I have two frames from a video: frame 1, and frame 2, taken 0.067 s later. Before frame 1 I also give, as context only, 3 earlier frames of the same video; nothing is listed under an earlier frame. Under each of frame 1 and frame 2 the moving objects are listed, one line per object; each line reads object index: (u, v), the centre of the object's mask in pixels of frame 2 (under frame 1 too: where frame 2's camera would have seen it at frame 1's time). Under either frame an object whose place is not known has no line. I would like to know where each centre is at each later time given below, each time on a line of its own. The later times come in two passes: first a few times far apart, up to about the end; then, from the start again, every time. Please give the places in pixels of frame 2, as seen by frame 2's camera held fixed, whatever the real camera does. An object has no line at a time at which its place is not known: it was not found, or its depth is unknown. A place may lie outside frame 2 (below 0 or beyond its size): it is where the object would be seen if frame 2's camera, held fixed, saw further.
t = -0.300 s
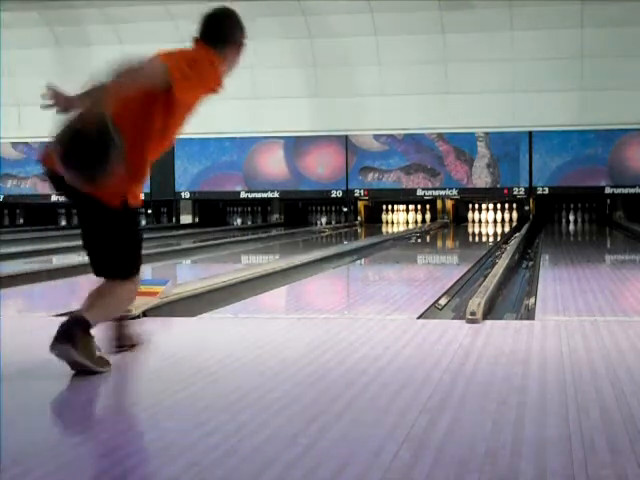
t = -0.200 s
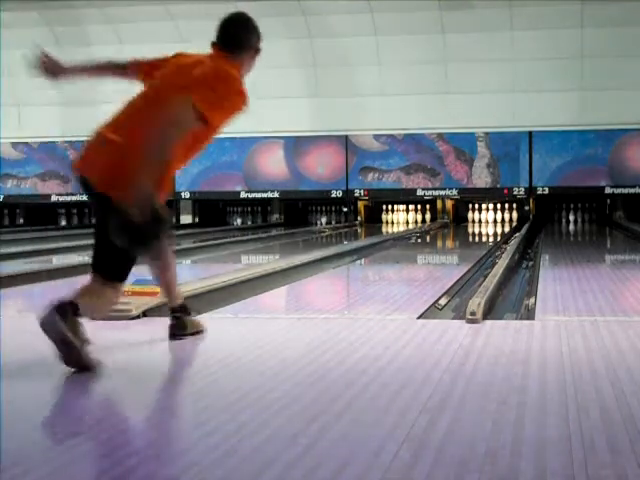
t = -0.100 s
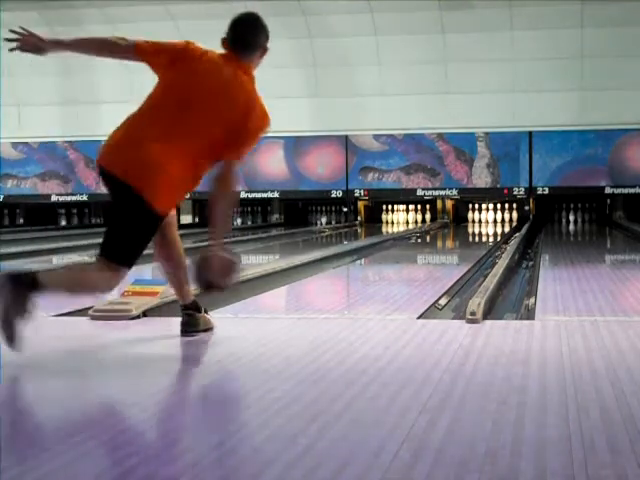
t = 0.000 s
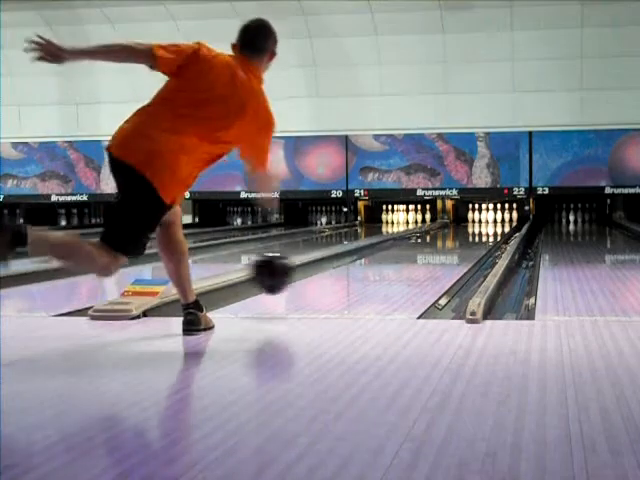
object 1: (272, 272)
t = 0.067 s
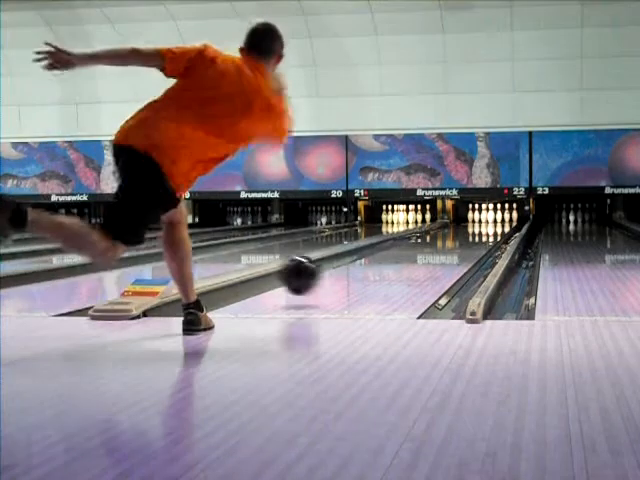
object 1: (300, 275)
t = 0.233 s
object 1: (353, 270)
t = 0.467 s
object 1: (403, 255)
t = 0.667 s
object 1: (431, 247)
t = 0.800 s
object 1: (446, 242)
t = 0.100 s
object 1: (312, 279)
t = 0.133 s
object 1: (324, 277)
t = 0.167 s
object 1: (335, 273)
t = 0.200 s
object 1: (345, 271)
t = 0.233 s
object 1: (353, 270)
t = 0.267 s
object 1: (362, 268)
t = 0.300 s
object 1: (370, 265)
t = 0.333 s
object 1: (378, 263)
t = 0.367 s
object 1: (385, 261)
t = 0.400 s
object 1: (391, 259)
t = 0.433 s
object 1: (397, 257)
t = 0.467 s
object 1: (403, 255)
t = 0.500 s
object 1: (408, 253)
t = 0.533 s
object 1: (413, 252)
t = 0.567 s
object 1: (418, 250)
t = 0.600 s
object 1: (422, 249)
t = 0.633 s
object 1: (427, 247)
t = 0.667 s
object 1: (431, 247)
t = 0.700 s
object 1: (435, 244)
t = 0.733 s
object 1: (439, 244)
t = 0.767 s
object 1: (443, 242)
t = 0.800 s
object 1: (446, 242)
